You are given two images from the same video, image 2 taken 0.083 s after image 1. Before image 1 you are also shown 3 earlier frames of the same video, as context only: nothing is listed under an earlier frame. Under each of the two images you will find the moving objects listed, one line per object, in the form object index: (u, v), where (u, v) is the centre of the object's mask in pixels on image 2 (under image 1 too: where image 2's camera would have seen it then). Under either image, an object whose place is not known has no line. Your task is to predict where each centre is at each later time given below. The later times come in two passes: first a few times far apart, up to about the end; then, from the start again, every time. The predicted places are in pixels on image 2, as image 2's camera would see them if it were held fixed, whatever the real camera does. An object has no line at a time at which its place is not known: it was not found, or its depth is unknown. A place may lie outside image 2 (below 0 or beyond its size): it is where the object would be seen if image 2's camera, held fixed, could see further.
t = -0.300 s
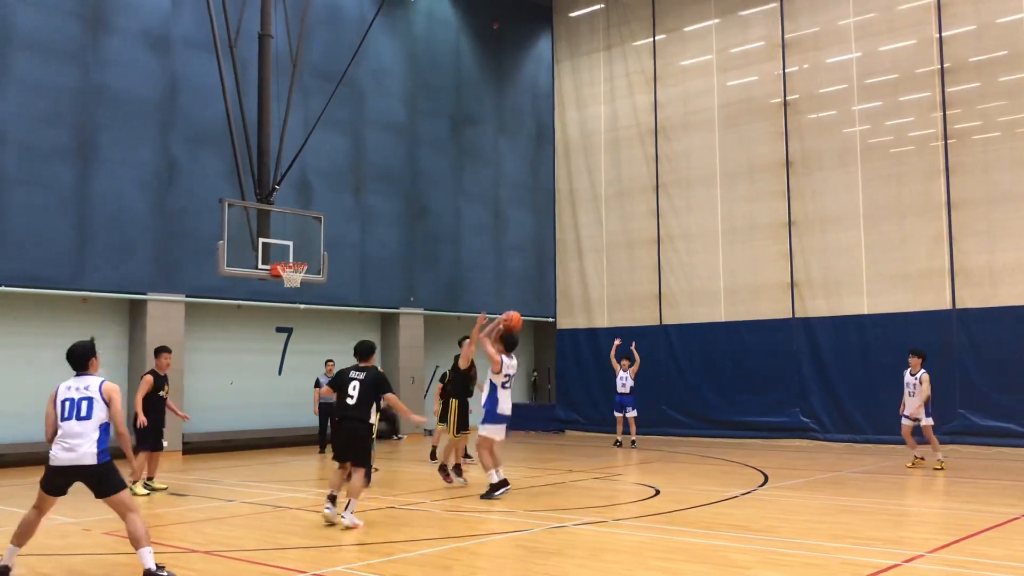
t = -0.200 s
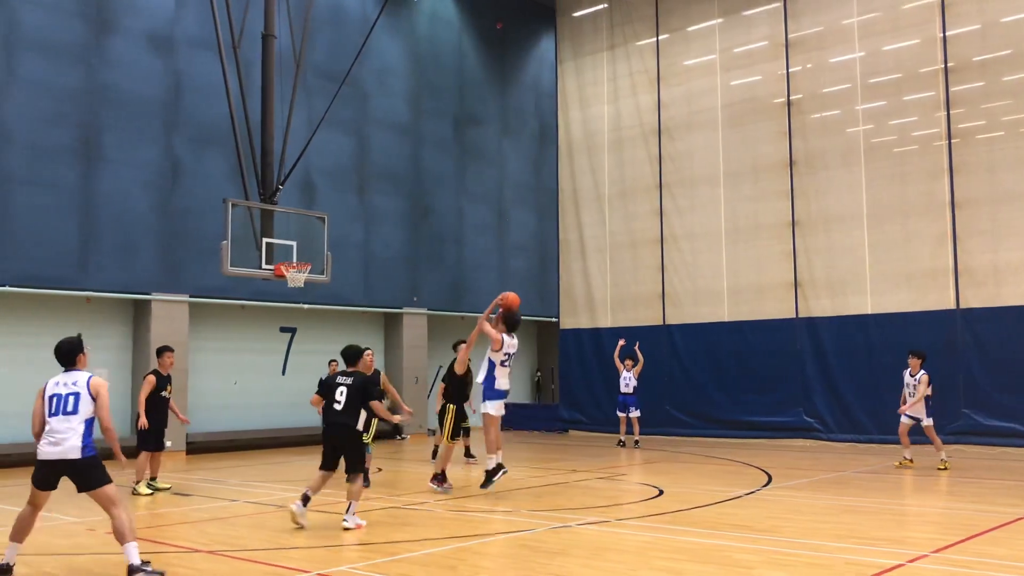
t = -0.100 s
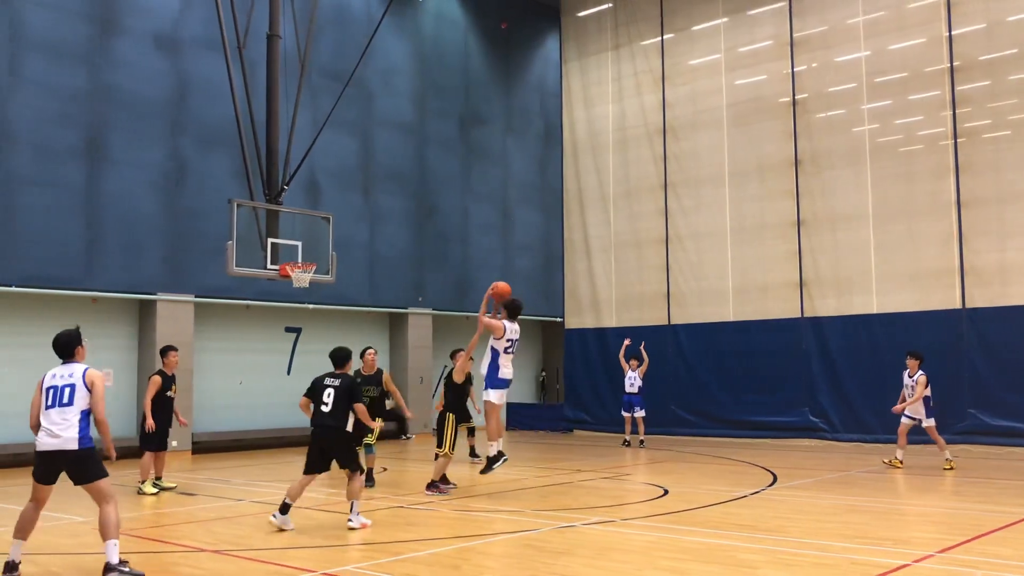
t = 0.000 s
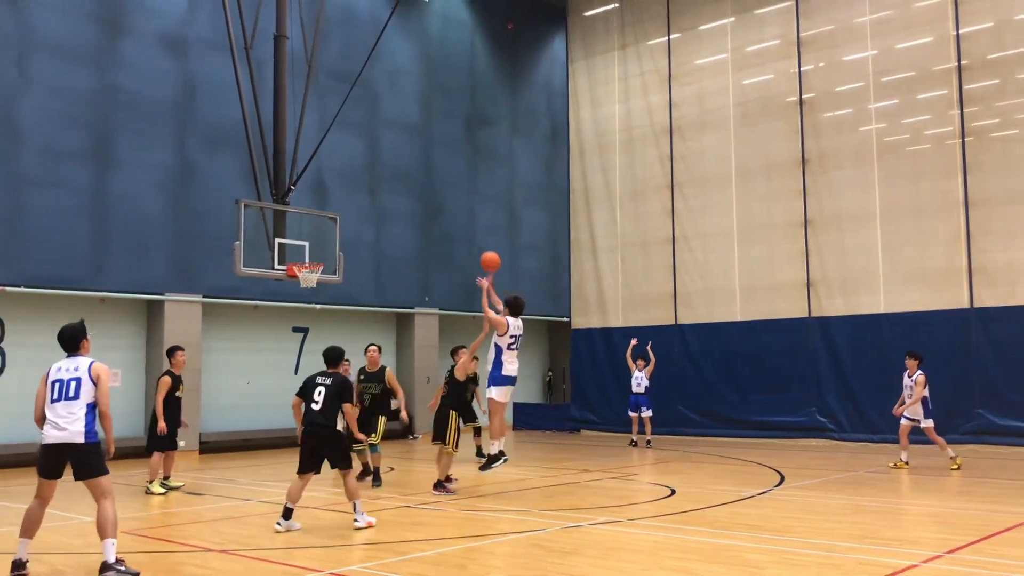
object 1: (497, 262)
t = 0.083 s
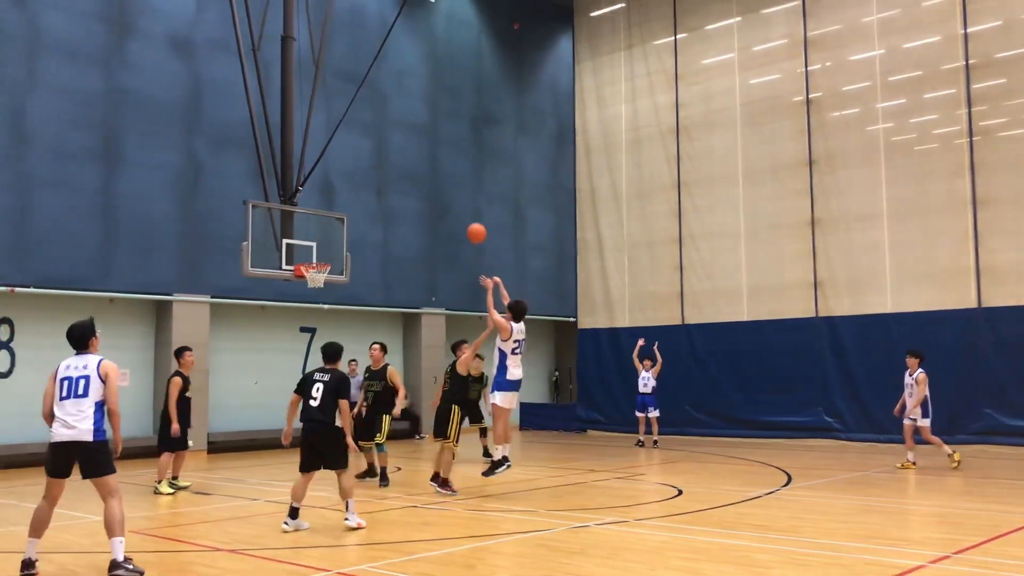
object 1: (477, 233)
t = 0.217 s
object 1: (446, 201)
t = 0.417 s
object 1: (406, 182)
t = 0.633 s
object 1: (368, 192)
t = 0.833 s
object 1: (336, 228)
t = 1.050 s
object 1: (308, 262)
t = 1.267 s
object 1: (313, 277)
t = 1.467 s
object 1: (308, 281)
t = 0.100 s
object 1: (473, 228)
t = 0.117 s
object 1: (469, 223)
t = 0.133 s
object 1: (465, 219)
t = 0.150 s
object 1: (461, 215)
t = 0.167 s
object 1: (457, 211)
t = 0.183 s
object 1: (454, 207)
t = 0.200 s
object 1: (450, 204)
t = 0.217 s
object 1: (446, 201)
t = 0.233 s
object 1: (443, 198)
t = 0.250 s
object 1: (439, 196)
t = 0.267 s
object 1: (436, 193)
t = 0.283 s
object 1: (432, 192)
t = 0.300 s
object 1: (429, 190)
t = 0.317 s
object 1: (425, 188)
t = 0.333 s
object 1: (422, 186)
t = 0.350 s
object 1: (419, 185)
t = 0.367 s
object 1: (415, 184)
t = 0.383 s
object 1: (412, 183)
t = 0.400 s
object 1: (409, 183)
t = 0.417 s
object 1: (406, 182)
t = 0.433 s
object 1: (403, 182)
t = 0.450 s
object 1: (400, 182)
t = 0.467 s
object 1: (397, 182)
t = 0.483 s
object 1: (394, 182)
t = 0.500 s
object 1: (391, 183)
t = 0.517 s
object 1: (387, 183)
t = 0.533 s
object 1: (384, 184)
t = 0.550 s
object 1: (382, 185)
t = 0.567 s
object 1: (379, 186)
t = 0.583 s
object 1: (376, 188)
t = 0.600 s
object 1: (373, 189)
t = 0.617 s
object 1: (370, 191)
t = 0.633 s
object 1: (368, 192)
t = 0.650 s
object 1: (365, 194)
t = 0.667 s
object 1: (362, 197)
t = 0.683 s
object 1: (359, 199)
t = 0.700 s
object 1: (357, 202)
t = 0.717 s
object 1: (354, 204)
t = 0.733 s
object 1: (352, 208)
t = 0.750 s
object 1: (349, 210)
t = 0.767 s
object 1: (346, 213)
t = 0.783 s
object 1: (345, 217)
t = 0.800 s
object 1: (341, 220)
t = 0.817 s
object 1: (339, 224)
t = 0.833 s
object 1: (336, 228)
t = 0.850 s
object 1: (334, 232)
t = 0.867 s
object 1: (331, 236)
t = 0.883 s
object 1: (330, 240)
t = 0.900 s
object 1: (327, 244)
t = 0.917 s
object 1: (324, 249)
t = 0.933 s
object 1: (322, 253)
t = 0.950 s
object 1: (320, 258)
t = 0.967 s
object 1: (317, 261)
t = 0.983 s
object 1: (314, 262)
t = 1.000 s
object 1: (311, 262)
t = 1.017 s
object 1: (307, 261)
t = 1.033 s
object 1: (306, 261)
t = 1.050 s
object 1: (308, 262)
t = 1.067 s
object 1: (311, 263)
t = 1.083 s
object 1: (314, 264)
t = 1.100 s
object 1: (316, 264)
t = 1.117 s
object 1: (315, 266)
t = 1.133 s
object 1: (316, 267)
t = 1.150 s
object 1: (319, 271)
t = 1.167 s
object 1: (320, 274)
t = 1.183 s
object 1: (320, 278)
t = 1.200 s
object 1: (319, 277)
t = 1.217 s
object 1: (319, 277)
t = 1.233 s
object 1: (318, 277)
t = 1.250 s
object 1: (317, 277)
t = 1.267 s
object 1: (313, 277)
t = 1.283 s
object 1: (312, 277)
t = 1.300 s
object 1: (311, 277)
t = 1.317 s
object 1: (311, 278)
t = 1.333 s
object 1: (310, 277)
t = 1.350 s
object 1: (310, 278)
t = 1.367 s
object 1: (308, 278)
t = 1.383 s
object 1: (308, 278)
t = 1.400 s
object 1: (308, 278)
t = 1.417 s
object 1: (308, 280)
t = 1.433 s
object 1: (308, 280)
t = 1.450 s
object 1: (307, 282)
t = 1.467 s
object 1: (308, 281)
